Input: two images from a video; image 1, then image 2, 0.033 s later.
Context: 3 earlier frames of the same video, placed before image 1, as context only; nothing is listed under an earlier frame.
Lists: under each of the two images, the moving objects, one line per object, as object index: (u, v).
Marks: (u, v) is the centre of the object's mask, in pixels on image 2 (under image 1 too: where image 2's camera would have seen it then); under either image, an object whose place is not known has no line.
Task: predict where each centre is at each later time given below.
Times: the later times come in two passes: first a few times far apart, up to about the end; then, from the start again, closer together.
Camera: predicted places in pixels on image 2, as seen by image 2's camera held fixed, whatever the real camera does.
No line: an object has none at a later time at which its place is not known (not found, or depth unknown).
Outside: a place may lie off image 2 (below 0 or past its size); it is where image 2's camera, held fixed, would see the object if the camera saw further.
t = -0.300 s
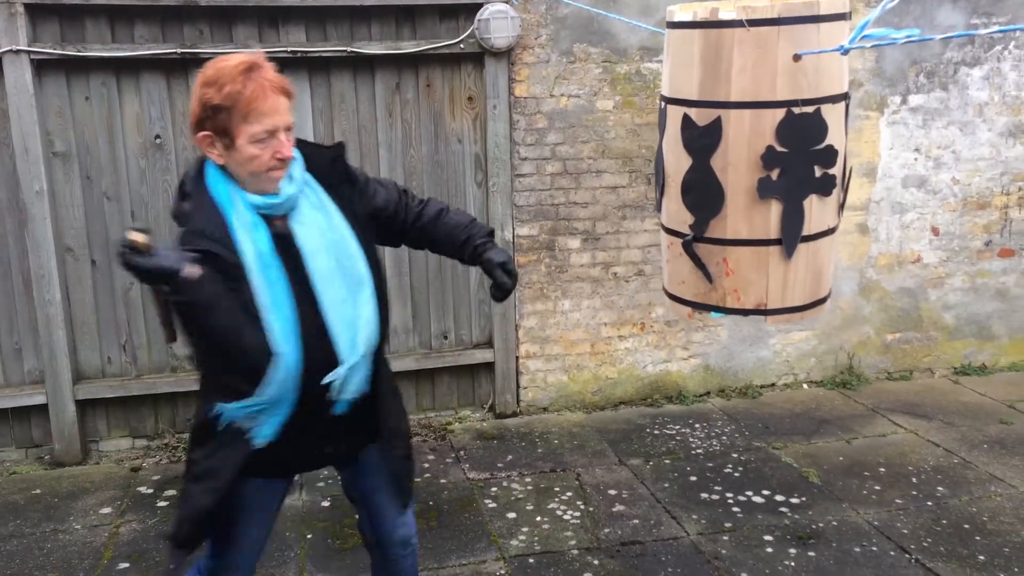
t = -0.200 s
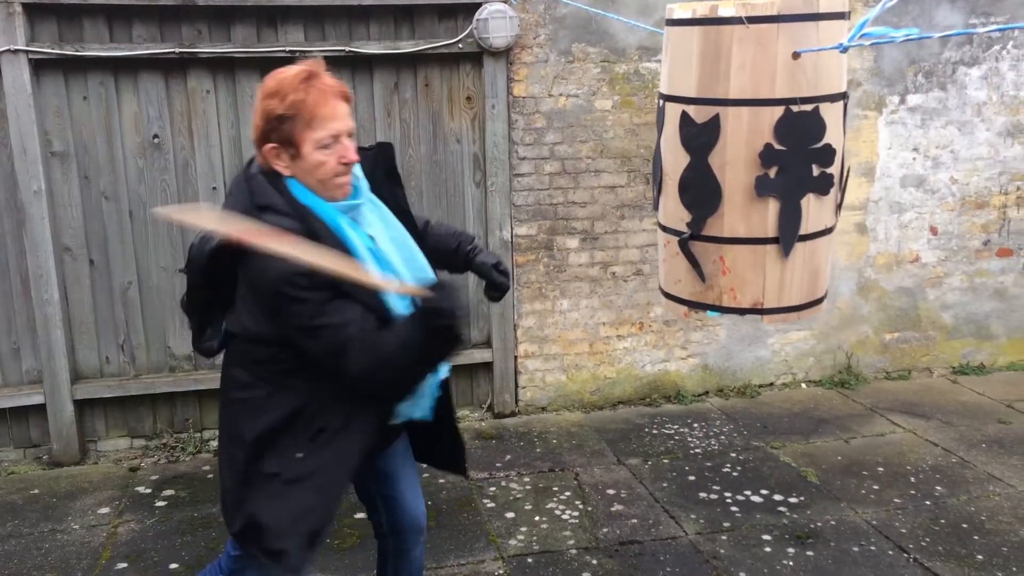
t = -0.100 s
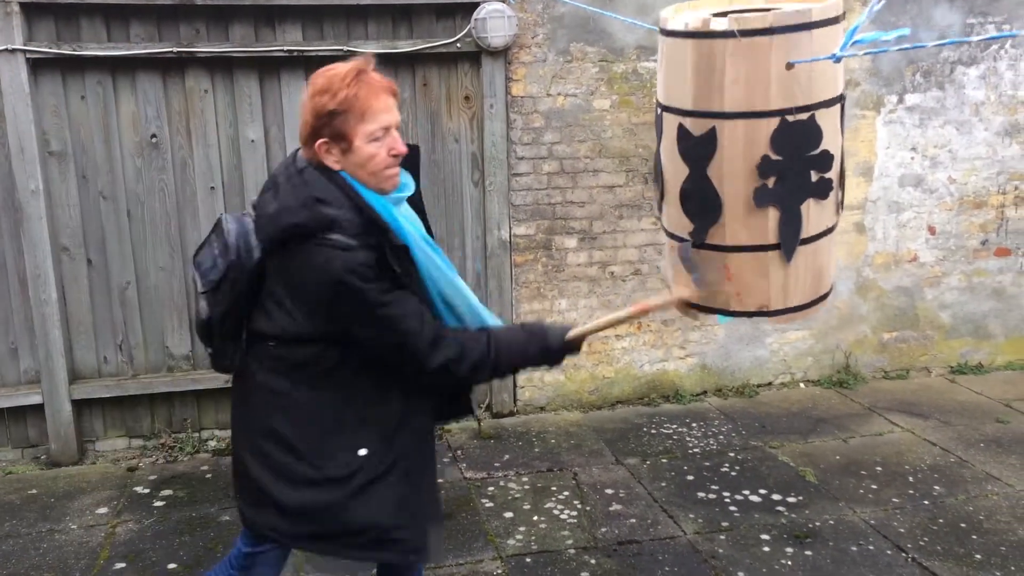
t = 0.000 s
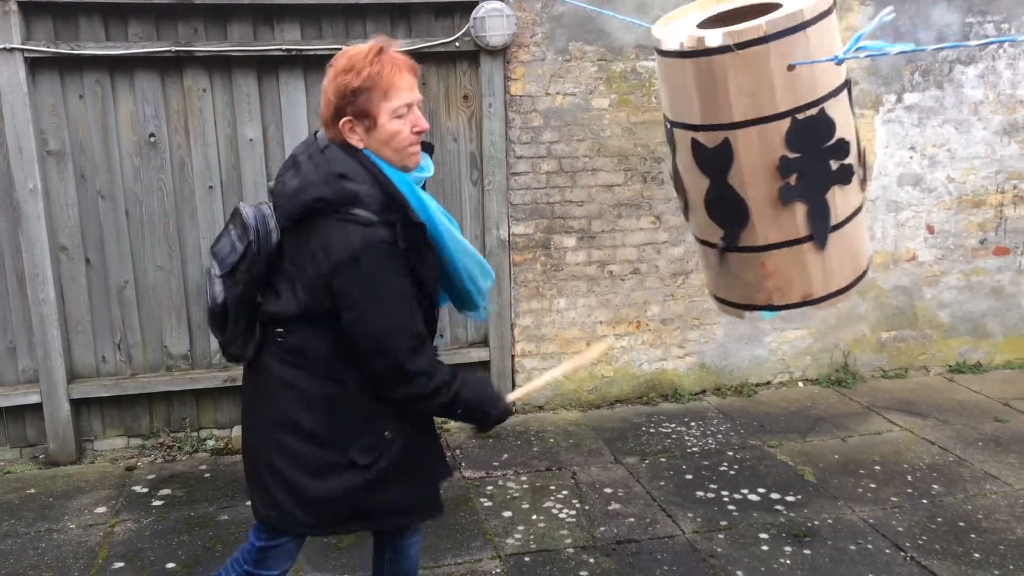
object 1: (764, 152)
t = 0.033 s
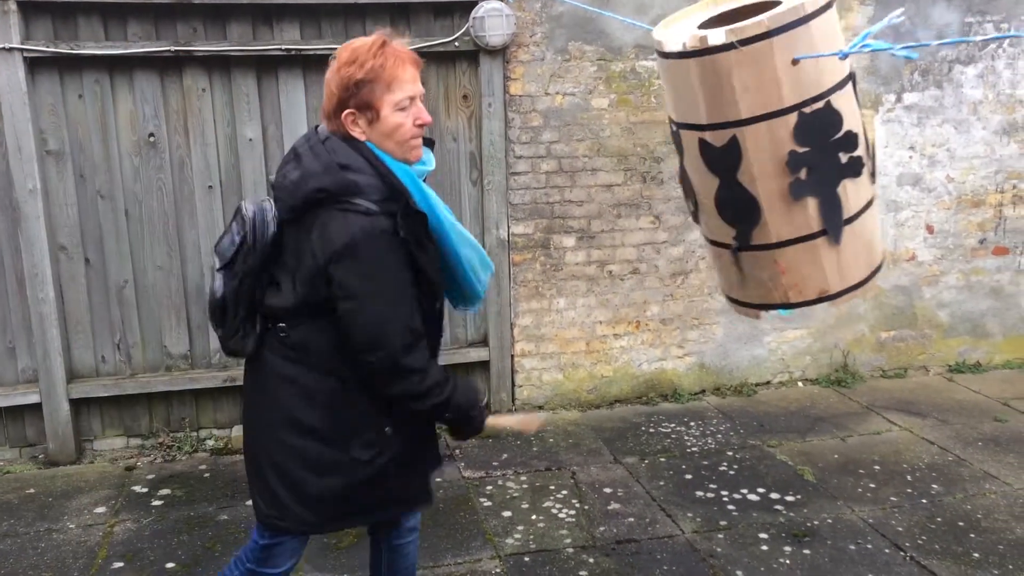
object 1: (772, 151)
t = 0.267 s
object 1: (805, 147)
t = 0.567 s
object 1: (767, 163)
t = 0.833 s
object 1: (716, 159)
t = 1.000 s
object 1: (703, 163)
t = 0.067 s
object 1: (780, 152)
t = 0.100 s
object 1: (789, 151)
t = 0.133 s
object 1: (796, 150)
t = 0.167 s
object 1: (802, 149)
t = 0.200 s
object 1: (805, 149)
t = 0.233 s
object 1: (806, 148)
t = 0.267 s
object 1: (805, 147)
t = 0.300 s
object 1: (803, 147)
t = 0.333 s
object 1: (799, 147)
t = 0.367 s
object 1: (794, 149)
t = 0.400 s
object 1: (790, 151)
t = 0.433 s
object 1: (786, 153)
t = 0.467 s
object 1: (782, 156)
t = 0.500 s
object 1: (777, 159)
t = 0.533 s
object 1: (772, 161)
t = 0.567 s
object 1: (767, 163)
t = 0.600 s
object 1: (761, 164)
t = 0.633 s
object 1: (755, 163)
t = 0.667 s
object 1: (749, 163)
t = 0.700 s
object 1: (741, 162)
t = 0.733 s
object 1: (734, 160)
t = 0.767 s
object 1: (727, 159)
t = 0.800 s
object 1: (721, 159)
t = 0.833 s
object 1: (716, 159)
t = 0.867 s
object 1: (712, 159)
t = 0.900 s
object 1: (708, 159)
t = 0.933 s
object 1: (706, 160)
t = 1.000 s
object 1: (703, 163)
